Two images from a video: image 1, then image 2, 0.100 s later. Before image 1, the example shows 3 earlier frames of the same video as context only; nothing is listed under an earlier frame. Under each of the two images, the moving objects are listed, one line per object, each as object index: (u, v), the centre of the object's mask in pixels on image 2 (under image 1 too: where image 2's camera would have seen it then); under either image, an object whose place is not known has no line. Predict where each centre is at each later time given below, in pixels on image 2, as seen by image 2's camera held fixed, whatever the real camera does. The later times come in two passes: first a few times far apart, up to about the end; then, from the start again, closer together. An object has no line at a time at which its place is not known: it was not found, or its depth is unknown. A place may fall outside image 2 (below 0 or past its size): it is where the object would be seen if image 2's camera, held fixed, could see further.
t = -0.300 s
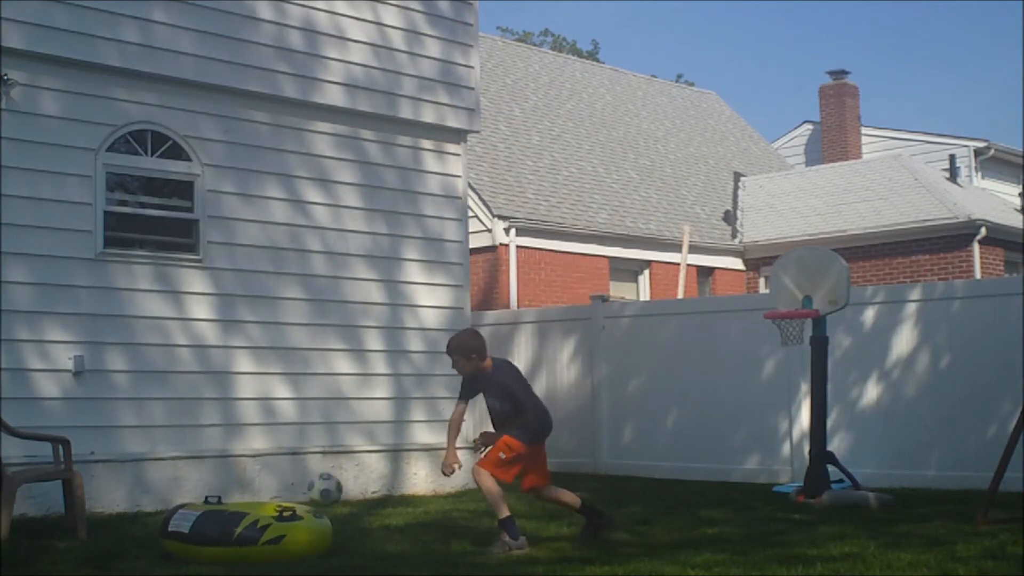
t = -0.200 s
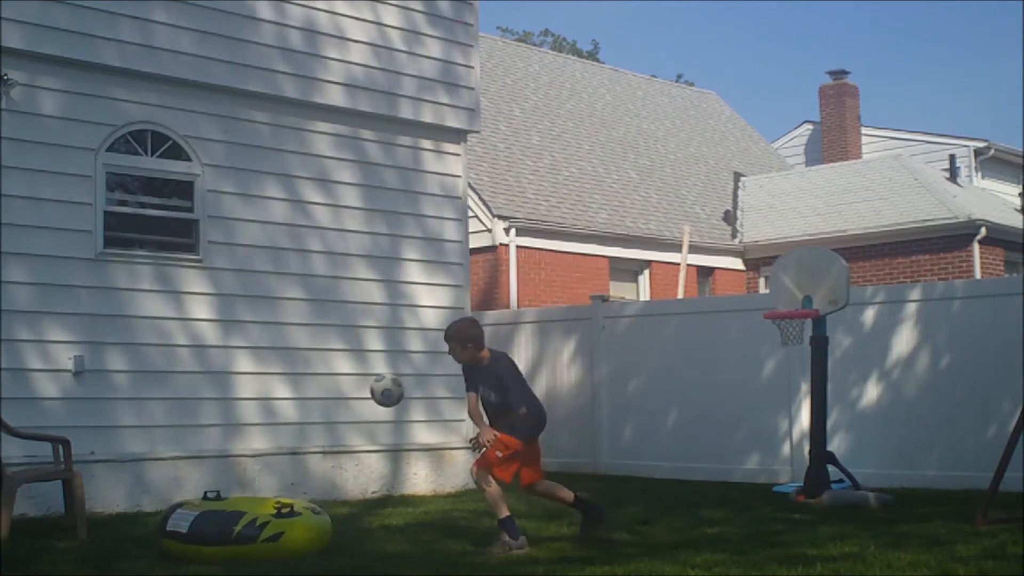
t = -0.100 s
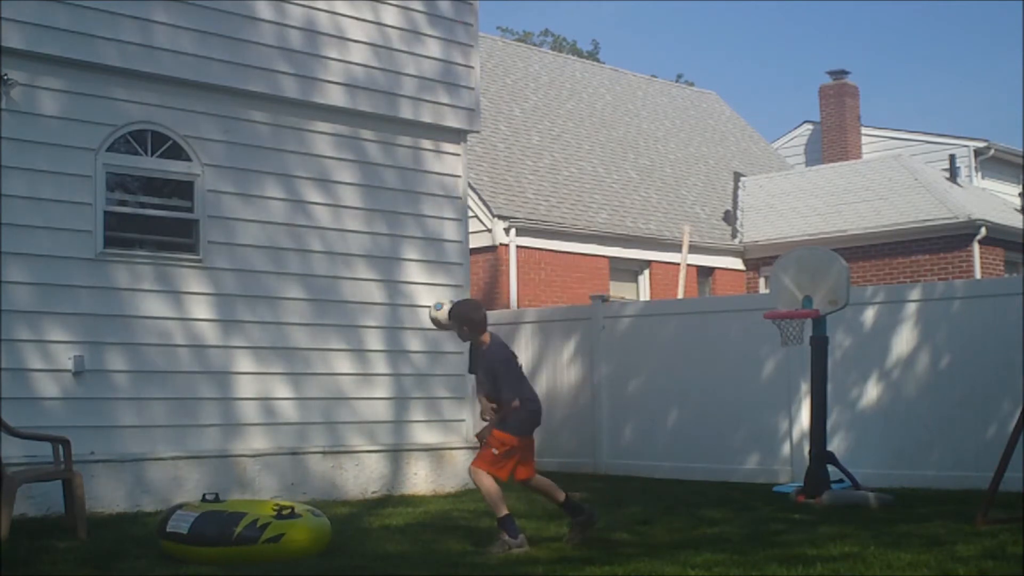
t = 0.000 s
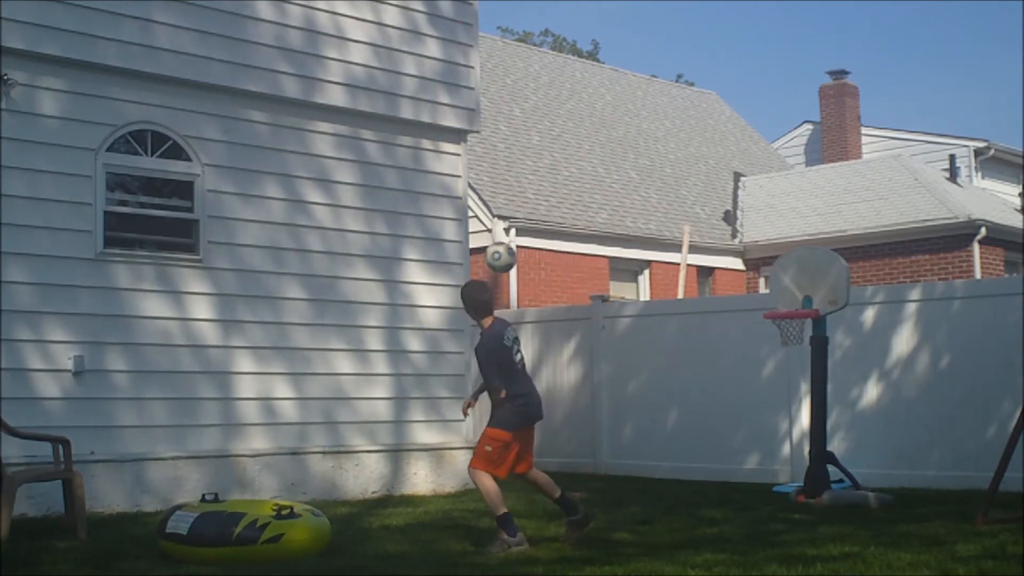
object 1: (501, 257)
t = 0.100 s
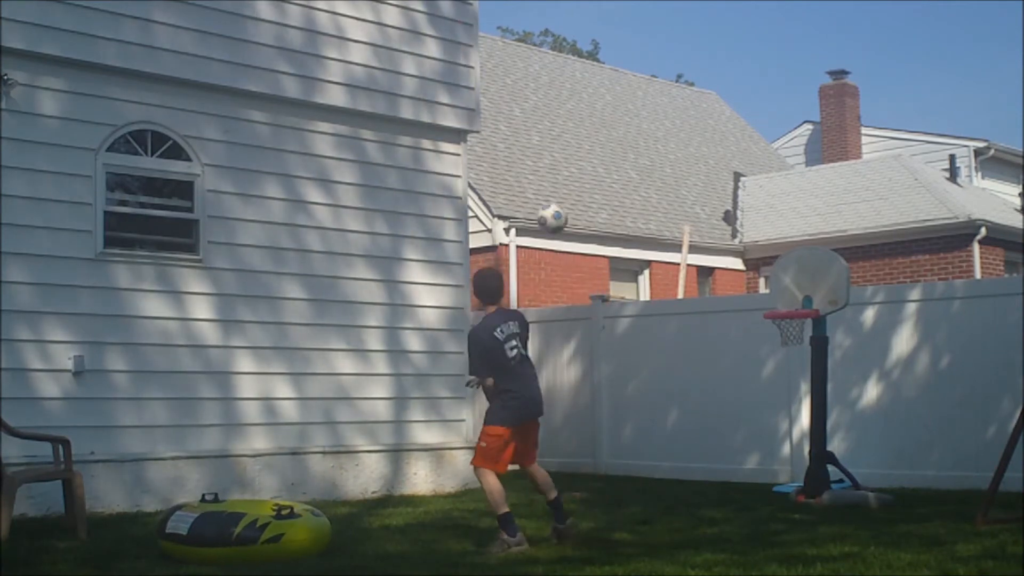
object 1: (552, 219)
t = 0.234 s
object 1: (617, 195)
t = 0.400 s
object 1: (690, 200)
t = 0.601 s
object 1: (770, 258)
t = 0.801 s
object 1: (789, 321)
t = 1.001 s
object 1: (798, 353)
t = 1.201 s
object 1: (805, 439)
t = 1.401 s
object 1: (805, 467)
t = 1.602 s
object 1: (802, 433)
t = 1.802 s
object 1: (801, 451)
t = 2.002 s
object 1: (802, 493)
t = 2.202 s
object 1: (798, 472)
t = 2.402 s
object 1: (798, 503)
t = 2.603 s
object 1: (799, 489)
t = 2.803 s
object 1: (802, 500)
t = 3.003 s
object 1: (807, 503)
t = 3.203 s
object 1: (812, 505)
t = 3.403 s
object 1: (821, 507)
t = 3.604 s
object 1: (827, 507)
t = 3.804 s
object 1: (827, 507)
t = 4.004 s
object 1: (826, 507)
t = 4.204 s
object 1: (826, 507)
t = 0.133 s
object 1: (569, 210)
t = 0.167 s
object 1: (585, 203)
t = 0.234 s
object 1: (617, 195)
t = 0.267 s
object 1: (632, 193)
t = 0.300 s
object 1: (646, 192)
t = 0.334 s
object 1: (661, 193)
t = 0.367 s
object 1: (675, 196)
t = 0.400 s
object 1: (690, 200)
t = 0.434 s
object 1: (704, 206)
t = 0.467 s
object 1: (717, 213)
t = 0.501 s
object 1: (731, 222)
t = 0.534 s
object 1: (745, 232)
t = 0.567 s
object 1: (757, 244)
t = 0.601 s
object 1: (770, 258)
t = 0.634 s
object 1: (783, 270)
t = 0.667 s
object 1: (795, 286)
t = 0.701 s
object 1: (802, 298)
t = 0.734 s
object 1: (796, 302)
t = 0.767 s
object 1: (793, 308)
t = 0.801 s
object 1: (789, 321)
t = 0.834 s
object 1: (789, 325)
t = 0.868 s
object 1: (791, 327)
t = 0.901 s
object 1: (792, 329)
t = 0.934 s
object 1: (794, 338)
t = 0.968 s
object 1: (798, 345)
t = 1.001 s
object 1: (798, 353)
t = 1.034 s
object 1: (801, 366)
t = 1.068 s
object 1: (802, 378)
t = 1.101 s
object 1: (805, 392)
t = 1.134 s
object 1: (806, 406)
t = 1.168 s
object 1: (805, 421)
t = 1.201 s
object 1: (805, 439)
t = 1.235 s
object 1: (806, 457)
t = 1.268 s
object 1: (806, 478)
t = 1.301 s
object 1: (806, 496)
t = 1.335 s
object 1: (807, 488)
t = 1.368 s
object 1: (806, 477)
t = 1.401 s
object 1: (805, 467)
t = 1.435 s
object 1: (805, 458)
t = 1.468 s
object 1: (804, 450)
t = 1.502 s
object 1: (804, 444)
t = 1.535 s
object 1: (803, 439)
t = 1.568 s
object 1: (803, 435)
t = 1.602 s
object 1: (802, 433)
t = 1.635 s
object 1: (802, 433)
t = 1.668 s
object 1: (802, 433)
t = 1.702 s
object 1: (802, 435)
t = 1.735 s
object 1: (802, 439)
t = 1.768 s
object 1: (802, 444)
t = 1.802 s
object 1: (801, 451)
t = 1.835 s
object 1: (801, 460)
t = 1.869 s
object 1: (801, 470)
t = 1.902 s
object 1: (802, 480)
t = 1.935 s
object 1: (802, 494)
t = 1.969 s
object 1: (801, 501)
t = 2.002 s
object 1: (802, 493)
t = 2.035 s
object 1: (801, 488)
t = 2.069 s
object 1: (800, 481)
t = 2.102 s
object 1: (800, 475)
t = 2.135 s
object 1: (800, 473)
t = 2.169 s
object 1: (799, 472)
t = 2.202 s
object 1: (798, 472)
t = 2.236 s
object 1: (799, 474)
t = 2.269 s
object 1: (799, 477)
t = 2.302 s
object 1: (798, 480)
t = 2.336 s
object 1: (799, 486)
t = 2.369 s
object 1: (798, 494)
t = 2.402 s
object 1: (798, 503)
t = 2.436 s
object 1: (798, 501)
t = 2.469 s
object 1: (798, 496)
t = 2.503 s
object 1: (798, 493)
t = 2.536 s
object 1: (799, 491)
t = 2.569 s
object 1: (799, 490)
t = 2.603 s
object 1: (799, 489)
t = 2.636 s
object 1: (800, 491)
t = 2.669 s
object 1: (800, 495)
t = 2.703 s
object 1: (800, 501)
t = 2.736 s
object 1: (801, 506)
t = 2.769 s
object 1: (801, 502)
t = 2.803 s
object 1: (802, 500)
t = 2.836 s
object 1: (803, 499)
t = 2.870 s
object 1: (804, 499)
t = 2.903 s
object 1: (805, 501)
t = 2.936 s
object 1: (806, 504)
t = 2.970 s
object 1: (806, 505)
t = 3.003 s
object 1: (807, 503)
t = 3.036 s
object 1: (807, 503)
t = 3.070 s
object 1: (809, 505)
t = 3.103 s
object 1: (809, 505)
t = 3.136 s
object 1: (810, 505)
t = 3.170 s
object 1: (811, 505)
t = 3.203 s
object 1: (812, 505)
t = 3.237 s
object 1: (814, 505)
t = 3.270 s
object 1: (815, 506)
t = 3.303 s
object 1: (817, 507)
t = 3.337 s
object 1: (818, 506)
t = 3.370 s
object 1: (820, 507)
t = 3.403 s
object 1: (821, 507)
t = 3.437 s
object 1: (822, 507)
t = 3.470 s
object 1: (823, 507)
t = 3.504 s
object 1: (825, 507)
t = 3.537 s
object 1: (825, 507)
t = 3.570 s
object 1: (826, 507)
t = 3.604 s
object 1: (827, 507)
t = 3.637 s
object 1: (827, 507)
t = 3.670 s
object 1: (827, 507)
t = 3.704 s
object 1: (828, 507)
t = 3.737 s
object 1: (827, 507)
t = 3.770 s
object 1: (827, 507)
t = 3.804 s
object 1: (827, 507)
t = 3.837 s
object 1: (827, 507)
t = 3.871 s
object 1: (827, 507)
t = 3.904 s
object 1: (826, 507)
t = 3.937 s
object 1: (826, 507)
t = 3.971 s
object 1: (826, 507)
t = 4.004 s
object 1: (826, 507)
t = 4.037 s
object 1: (826, 507)
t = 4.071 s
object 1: (826, 507)
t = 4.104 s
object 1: (826, 507)
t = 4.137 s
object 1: (826, 507)
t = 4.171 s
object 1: (826, 507)
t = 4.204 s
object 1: (826, 507)
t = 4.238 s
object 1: (826, 507)
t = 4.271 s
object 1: (826, 508)
